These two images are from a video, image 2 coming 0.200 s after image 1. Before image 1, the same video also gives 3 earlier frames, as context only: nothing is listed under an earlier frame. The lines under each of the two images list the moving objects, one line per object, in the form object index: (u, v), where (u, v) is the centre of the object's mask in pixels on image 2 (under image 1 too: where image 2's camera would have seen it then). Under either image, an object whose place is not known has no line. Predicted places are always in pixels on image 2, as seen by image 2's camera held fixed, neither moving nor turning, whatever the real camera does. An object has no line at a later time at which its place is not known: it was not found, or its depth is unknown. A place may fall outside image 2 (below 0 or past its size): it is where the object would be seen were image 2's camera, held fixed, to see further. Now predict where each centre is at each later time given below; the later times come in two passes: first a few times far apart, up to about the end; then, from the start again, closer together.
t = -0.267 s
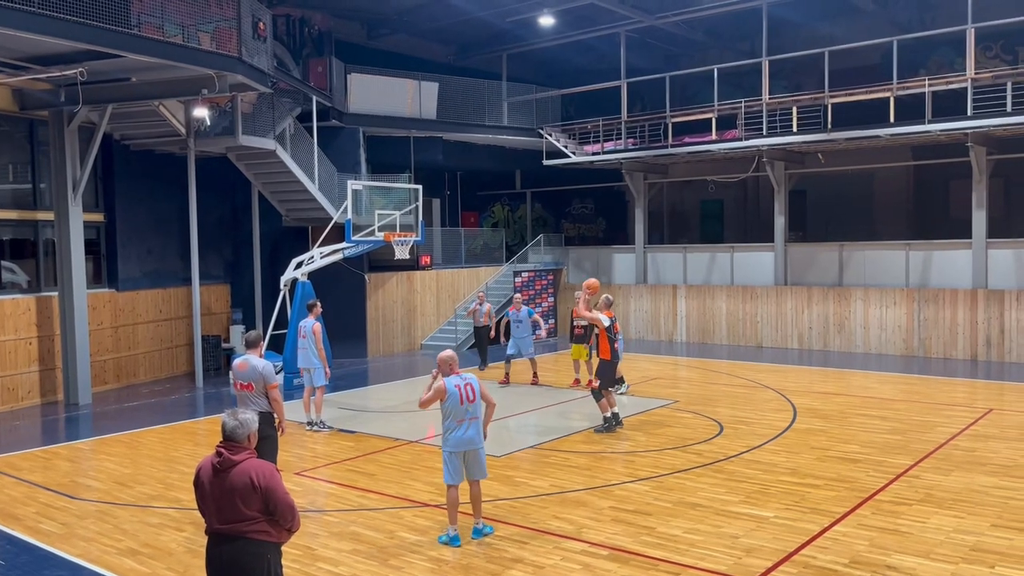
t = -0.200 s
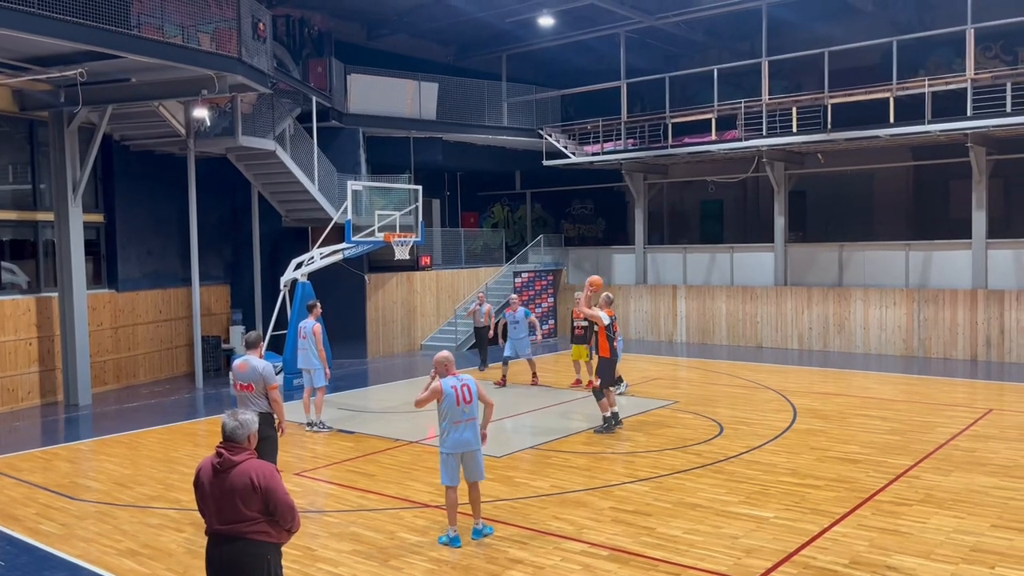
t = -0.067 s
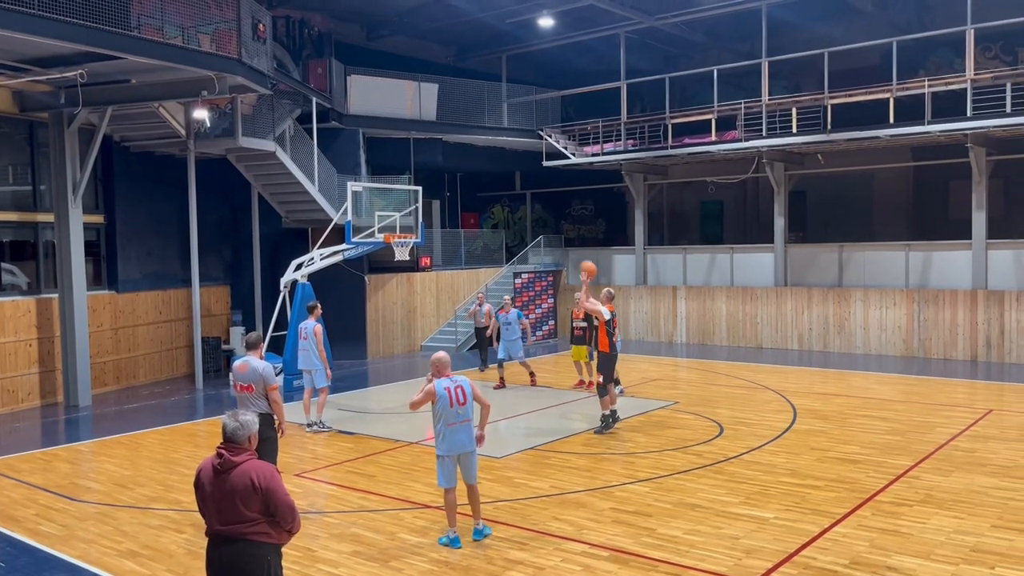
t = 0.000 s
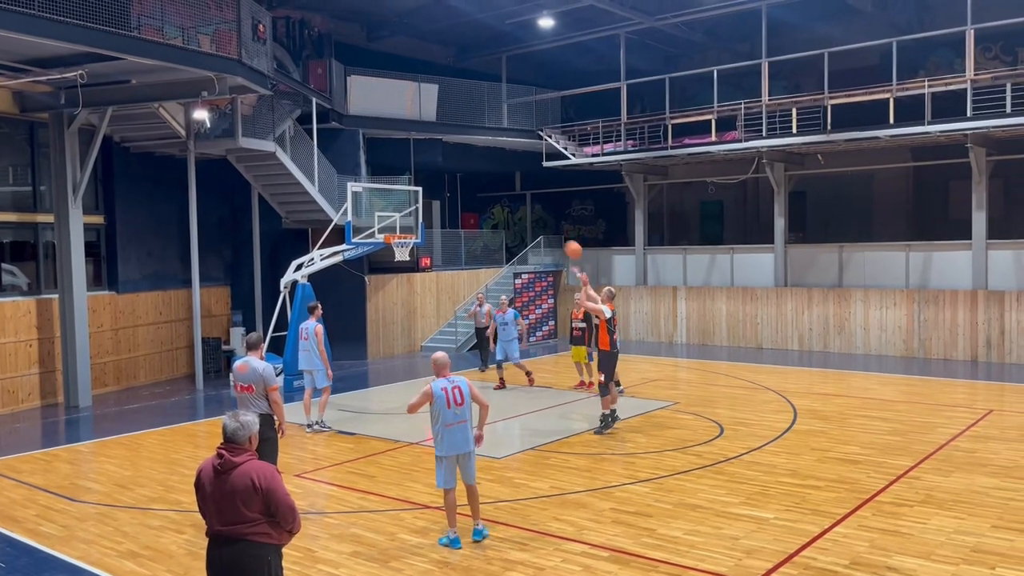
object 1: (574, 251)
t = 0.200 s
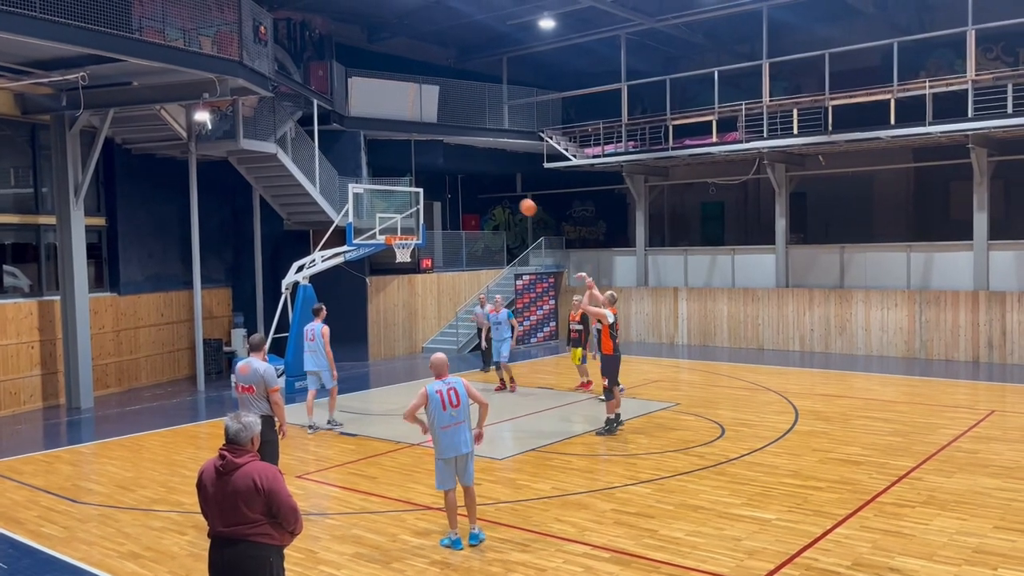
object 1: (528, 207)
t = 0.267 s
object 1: (513, 199)
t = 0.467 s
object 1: (473, 190)
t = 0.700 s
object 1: (431, 208)
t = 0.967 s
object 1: (401, 219)
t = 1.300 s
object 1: (400, 220)
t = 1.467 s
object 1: (406, 231)
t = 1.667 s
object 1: (403, 231)
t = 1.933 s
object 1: (403, 234)
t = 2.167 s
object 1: (402, 264)
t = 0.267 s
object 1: (513, 199)
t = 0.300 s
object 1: (506, 196)
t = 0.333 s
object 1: (499, 193)
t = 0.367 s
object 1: (492, 191)
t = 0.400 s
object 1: (486, 190)
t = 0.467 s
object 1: (473, 190)
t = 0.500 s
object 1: (467, 190)
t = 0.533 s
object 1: (460, 192)
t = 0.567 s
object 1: (454, 194)
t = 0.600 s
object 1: (448, 196)
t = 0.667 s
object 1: (437, 203)
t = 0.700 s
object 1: (431, 208)
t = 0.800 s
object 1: (414, 224)
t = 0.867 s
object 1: (407, 228)
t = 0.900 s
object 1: (406, 224)
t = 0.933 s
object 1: (404, 221)
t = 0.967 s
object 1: (401, 219)
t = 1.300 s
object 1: (400, 220)
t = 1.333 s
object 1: (403, 223)
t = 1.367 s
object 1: (405, 226)
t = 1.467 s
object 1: (406, 231)
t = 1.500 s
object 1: (404, 231)
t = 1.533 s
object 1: (403, 231)
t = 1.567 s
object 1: (401, 231)
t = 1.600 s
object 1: (401, 231)
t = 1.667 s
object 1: (403, 231)
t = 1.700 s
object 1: (404, 231)
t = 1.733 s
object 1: (404, 232)
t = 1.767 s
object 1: (404, 232)
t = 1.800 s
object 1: (404, 232)
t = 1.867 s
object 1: (404, 232)
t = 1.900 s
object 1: (403, 233)
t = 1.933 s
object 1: (403, 234)
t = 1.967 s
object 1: (403, 238)
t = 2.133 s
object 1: (403, 262)
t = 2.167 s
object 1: (402, 264)
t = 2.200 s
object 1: (402, 266)
